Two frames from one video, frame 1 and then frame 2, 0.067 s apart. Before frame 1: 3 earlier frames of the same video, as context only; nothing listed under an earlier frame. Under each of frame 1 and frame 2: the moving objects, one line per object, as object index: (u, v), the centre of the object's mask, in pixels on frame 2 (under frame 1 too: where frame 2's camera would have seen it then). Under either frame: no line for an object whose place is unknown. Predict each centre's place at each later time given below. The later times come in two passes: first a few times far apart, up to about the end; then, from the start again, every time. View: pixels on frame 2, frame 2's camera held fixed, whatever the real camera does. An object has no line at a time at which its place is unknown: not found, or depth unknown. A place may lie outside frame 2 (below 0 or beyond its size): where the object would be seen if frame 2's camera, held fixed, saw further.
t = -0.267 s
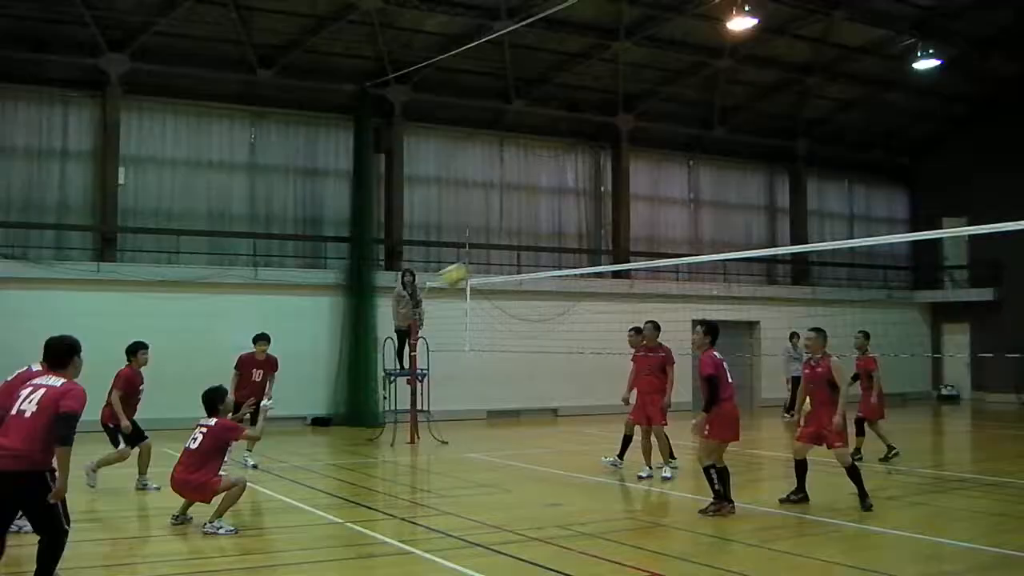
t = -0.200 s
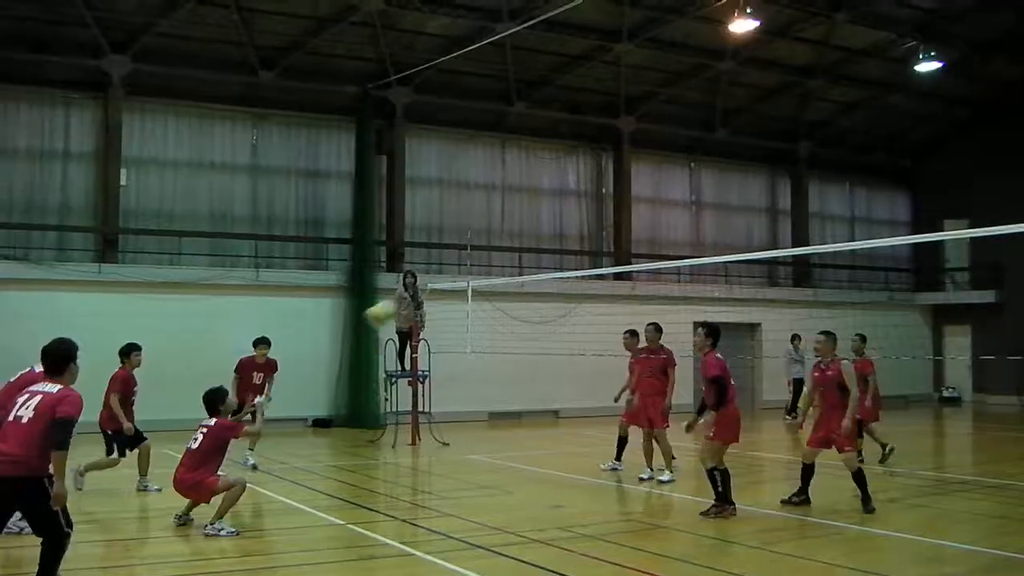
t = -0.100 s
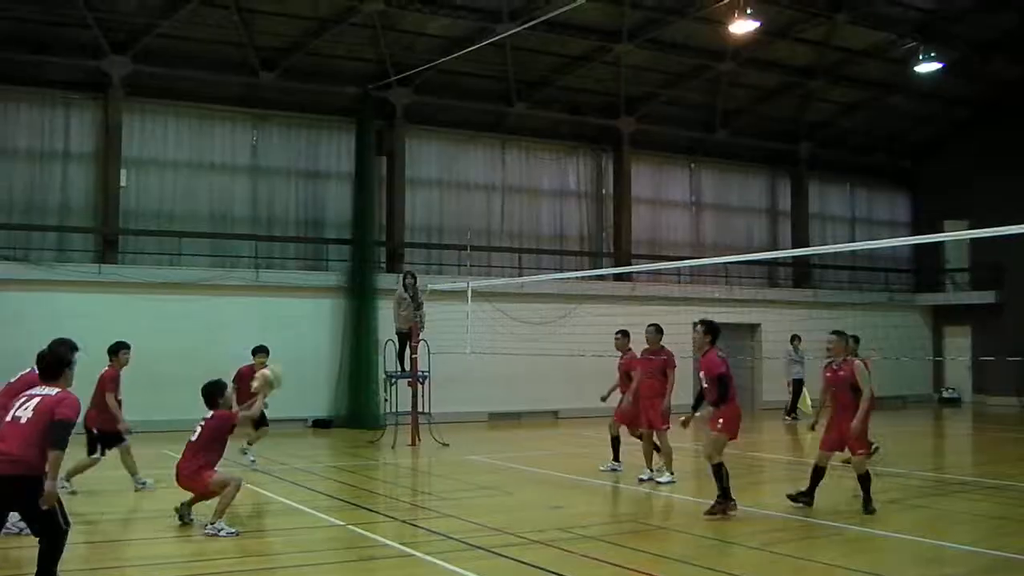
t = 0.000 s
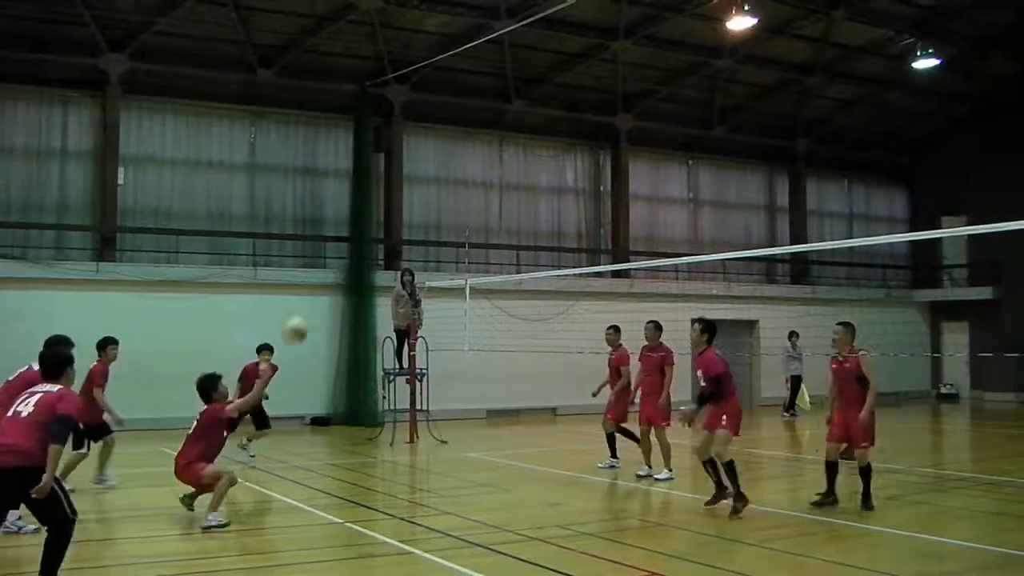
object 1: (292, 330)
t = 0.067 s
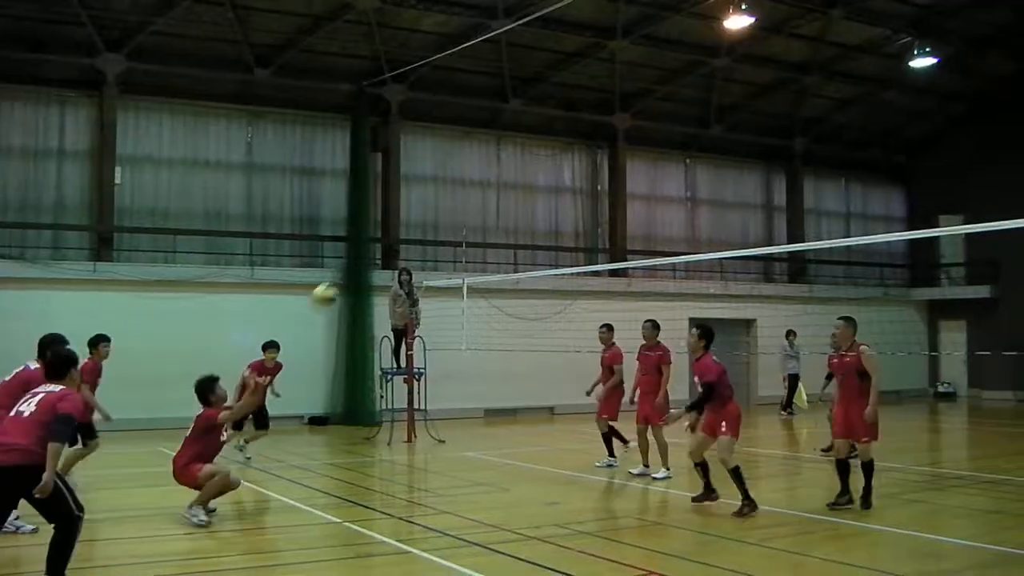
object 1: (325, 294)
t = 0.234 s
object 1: (401, 236)
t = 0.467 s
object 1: (507, 206)
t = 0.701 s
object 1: (604, 231)
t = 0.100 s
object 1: (339, 281)
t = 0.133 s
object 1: (355, 268)
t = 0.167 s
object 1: (370, 256)
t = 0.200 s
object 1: (386, 246)
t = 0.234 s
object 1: (401, 236)
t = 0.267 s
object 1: (416, 228)
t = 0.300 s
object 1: (430, 220)
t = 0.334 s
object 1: (446, 216)
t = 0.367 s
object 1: (461, 210)
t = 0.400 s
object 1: (477, 208)
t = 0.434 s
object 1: (492, 206)
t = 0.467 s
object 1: (507, 206)
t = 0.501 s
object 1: (522, 206)
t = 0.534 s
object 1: (534, 207)
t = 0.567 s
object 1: (547, 207)
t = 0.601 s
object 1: (559, 210)
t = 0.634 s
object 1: (576, 216)
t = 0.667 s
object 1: (587, 220)
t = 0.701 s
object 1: (604, 231)
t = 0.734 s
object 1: (618, 239)
